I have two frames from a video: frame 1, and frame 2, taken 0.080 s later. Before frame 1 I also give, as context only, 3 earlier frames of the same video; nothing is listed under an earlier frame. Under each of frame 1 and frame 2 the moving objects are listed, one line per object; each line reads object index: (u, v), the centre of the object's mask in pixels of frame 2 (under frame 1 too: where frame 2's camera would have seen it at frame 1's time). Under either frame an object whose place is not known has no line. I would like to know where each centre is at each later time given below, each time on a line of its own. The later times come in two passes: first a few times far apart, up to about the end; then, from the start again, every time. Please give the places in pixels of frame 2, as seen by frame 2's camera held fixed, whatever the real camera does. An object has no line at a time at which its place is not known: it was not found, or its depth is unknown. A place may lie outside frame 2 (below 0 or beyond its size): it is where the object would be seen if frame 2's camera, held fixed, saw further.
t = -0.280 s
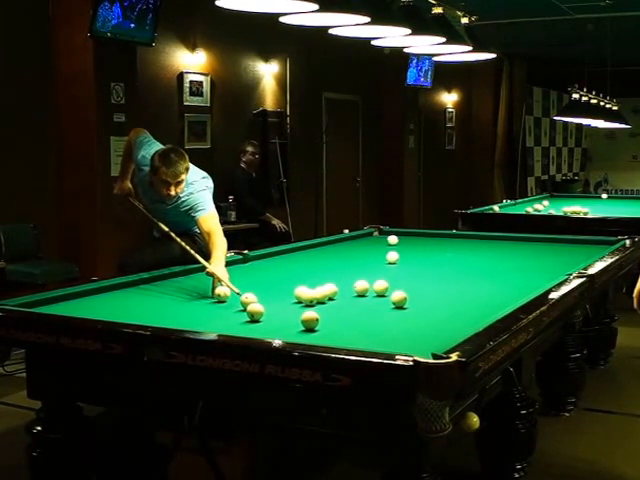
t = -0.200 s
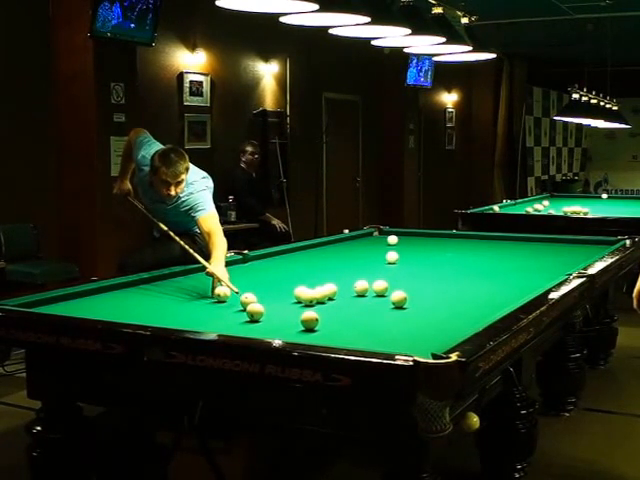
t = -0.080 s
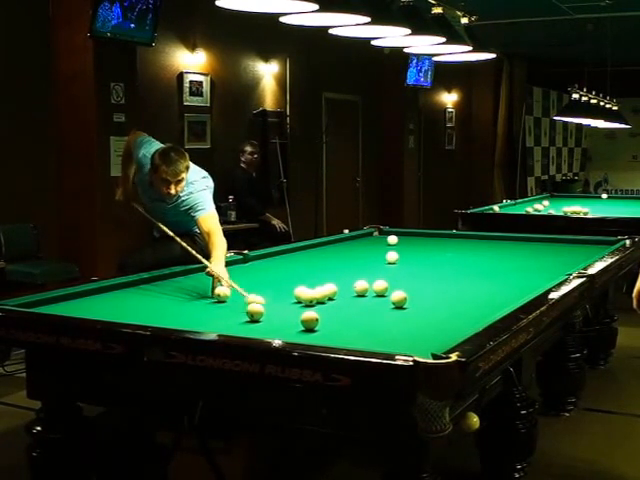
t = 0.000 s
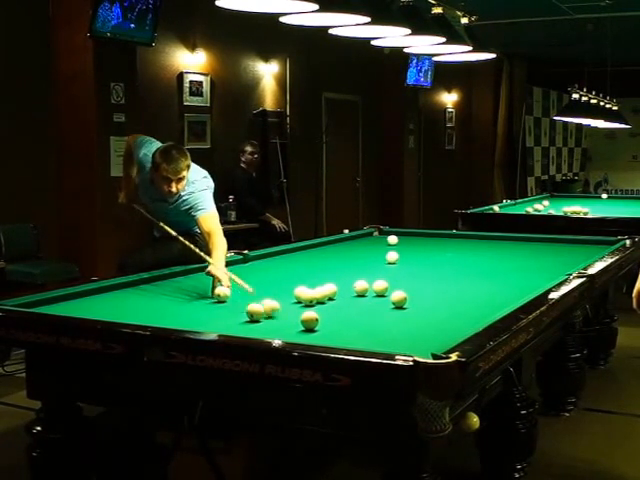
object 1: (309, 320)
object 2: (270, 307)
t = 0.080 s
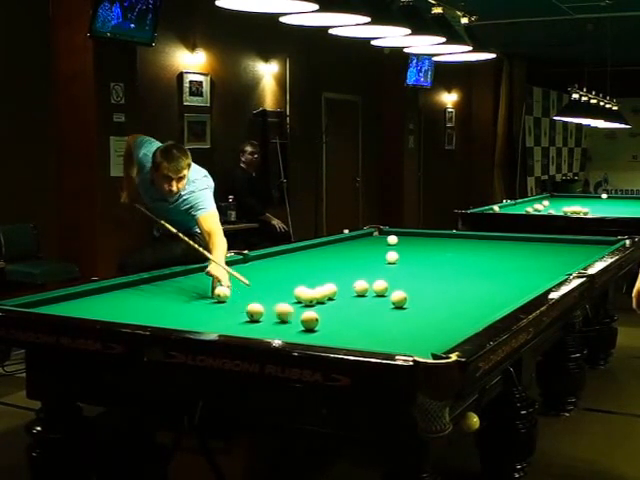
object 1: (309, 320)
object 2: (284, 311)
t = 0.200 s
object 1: (313, 320)
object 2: (298, 316)
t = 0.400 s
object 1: (341, 329)
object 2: (309, 318)
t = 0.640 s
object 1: (373, 339)
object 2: (321, 322)
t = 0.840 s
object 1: (401, 345)
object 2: (331, 324)
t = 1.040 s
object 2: (341, 326)
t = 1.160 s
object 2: (346, 328)
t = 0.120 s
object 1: (309, 320)
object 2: (290, 313)
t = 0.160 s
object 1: (309, 319)
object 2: (295, 315)
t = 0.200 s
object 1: (313, 320)
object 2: (298, 316)
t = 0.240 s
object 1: (320, 323)
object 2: (301, 317)
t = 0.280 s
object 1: (325, 324)
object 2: (303, 317)
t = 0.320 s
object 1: (332, 326)
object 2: (305, 318)
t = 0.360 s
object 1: (336, 328)
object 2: (307, 318)
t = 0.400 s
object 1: (341, 329)
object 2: (309, 318)
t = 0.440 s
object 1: (346, 331)
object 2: (311, 319)
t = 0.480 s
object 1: (351, 332)
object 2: (313, 320)
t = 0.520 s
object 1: (357, 334)
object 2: (315, 320)
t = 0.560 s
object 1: (362, 336)
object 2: (317, 321)
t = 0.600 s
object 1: (367, 337)
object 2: (319, 321)
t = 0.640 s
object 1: (373, 339)
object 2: (321, 322)
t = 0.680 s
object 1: (378, 340)
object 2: (323, 322)
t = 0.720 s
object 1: (384, 341)
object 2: (325, 322)
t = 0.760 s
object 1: (389, 343)
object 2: (327, 323)
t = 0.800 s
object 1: (395, 344)
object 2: (329, 324)
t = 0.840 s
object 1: (401, 345)
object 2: (331, 324)
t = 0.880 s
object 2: (333, 324)
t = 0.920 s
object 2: (335, 325)
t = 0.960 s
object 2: (337, 326)
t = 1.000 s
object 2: (338, 326)
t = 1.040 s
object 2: (341, 326)
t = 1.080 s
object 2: (343, 327)
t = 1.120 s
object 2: (344, 327)
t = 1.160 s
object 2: (346, 328)
